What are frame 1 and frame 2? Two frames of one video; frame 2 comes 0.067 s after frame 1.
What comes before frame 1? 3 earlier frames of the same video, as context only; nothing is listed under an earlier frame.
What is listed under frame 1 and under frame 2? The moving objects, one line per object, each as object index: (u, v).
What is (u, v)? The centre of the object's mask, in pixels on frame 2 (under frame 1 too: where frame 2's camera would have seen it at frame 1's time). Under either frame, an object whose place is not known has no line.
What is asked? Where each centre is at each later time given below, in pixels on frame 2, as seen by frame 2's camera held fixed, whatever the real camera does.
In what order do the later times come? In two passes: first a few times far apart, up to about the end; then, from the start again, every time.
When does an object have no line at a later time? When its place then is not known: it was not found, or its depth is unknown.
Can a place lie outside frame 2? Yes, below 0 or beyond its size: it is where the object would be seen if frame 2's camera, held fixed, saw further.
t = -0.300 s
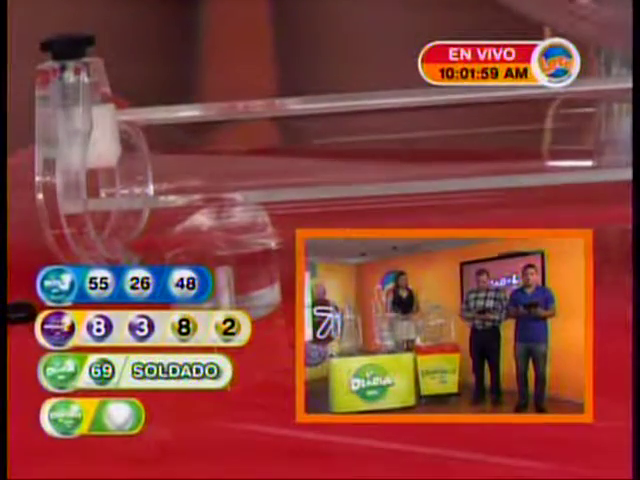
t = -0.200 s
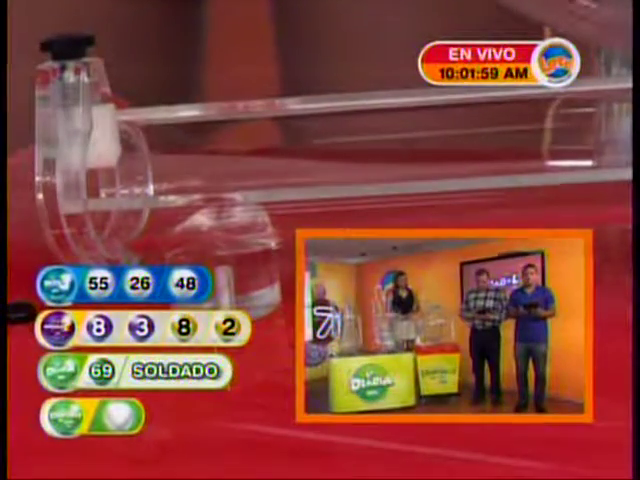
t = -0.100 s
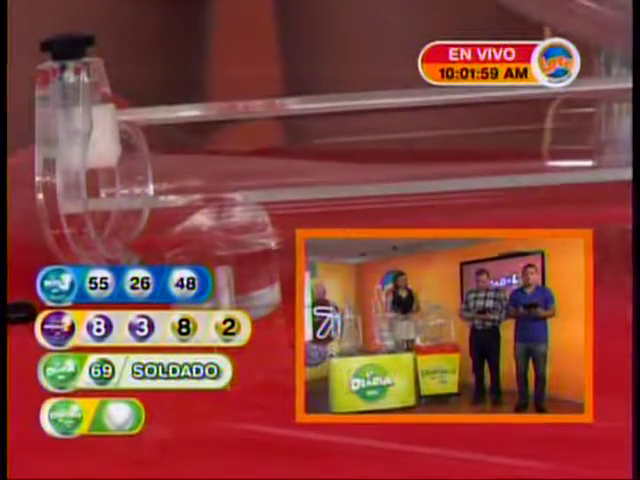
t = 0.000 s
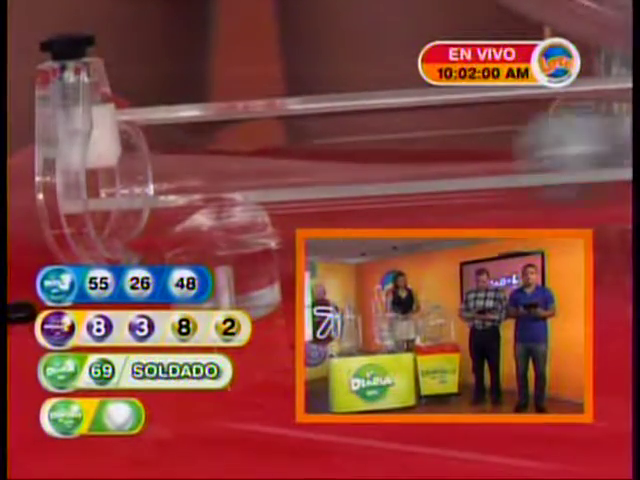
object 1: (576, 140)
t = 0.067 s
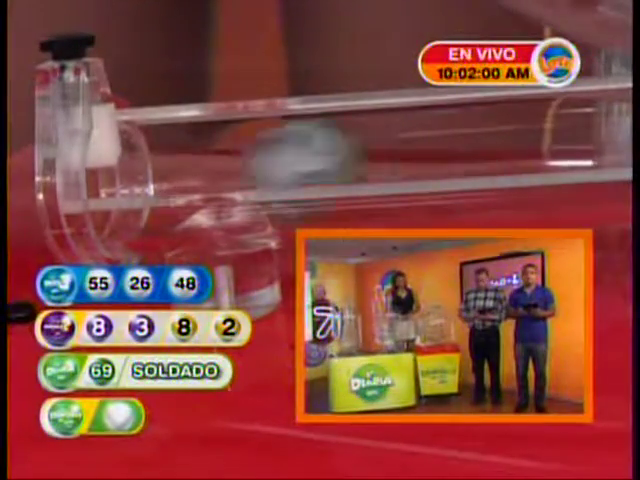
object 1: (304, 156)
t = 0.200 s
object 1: (200, 174)
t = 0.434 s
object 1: (165, 177)
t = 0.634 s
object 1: (164, 178)
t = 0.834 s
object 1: (164, 178)
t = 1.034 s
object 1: (164, 178)
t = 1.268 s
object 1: (164, 178)
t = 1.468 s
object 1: (164, 178)
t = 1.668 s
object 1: (164, 178)
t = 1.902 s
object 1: (164, 178)
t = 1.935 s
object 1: (164, 178)
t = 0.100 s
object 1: (174, 173)
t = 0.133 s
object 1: (176, 173)
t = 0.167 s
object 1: (194, 173)
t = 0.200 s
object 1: (200, 174)
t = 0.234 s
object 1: (201, 173)
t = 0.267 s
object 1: (196, 174)
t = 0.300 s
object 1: (178, 177)
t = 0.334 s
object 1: (166, 177)
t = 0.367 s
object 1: (165, 177)
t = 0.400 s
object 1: (165, 177)
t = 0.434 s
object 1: (165, 177)
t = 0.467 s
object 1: (165, 177)
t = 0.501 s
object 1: (165, 177)
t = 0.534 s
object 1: (165, 177)
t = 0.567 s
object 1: (165, 178)
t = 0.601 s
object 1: (165, 177)
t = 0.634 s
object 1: (164, 178)
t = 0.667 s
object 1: (164, 178)
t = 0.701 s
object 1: (164, 178)
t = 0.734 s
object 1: (165, 178)
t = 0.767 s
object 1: (165, 178)
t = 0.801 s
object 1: (165, 178)
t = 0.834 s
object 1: (164, 178)
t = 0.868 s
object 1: (164, 178)
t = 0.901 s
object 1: (164, 178)
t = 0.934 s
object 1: (164, 178)
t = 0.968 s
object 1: (164, 178)
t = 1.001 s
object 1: (164, 178)
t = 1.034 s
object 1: (164, 178)
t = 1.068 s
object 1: (164, 178)
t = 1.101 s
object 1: (165, 178)
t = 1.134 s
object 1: (164, 178)
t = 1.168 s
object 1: (164, 178)
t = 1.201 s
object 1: (164, 178)
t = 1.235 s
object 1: (164, 178)
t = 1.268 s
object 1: (164, 178)
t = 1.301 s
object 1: (164, 178)
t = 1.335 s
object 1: (164, 178)
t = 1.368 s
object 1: (164, 178)
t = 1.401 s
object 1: (164, 178)
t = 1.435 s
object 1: (164, 178)
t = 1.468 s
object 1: (164, 178)
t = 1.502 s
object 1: (164, 178)
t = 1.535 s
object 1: (164, 178)
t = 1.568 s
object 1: (164, 178)
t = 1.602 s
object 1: (164, 178)
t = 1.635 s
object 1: (164, 178)
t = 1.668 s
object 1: (164, 178)
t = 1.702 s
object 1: (164, 178)
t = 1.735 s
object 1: (164, 178)
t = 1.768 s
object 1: (164, 178)
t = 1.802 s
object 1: (164, 178)
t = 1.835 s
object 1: (164, 178)
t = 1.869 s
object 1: (164, 178)
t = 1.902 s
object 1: (164, 178)
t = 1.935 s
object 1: (164, 178)
